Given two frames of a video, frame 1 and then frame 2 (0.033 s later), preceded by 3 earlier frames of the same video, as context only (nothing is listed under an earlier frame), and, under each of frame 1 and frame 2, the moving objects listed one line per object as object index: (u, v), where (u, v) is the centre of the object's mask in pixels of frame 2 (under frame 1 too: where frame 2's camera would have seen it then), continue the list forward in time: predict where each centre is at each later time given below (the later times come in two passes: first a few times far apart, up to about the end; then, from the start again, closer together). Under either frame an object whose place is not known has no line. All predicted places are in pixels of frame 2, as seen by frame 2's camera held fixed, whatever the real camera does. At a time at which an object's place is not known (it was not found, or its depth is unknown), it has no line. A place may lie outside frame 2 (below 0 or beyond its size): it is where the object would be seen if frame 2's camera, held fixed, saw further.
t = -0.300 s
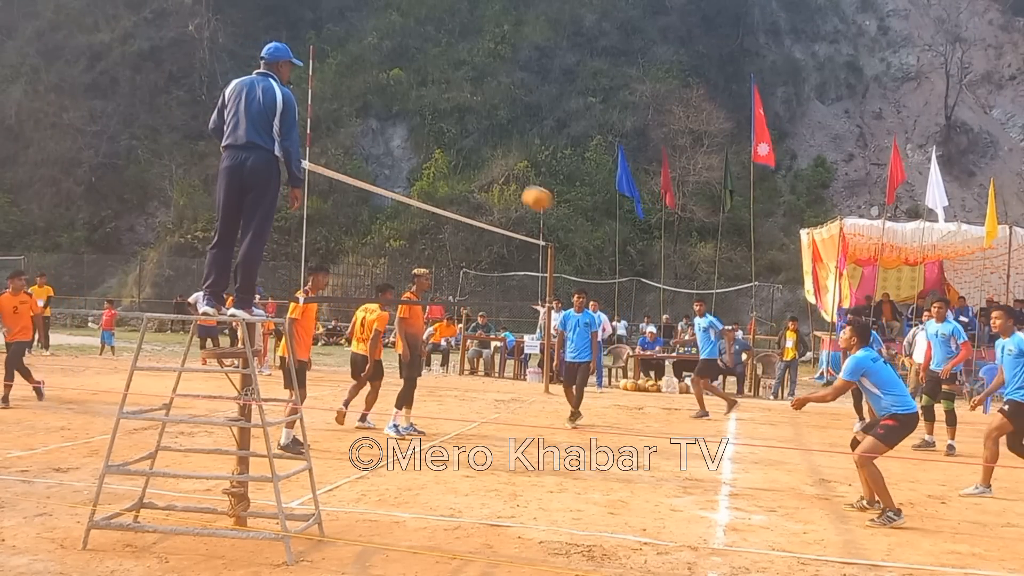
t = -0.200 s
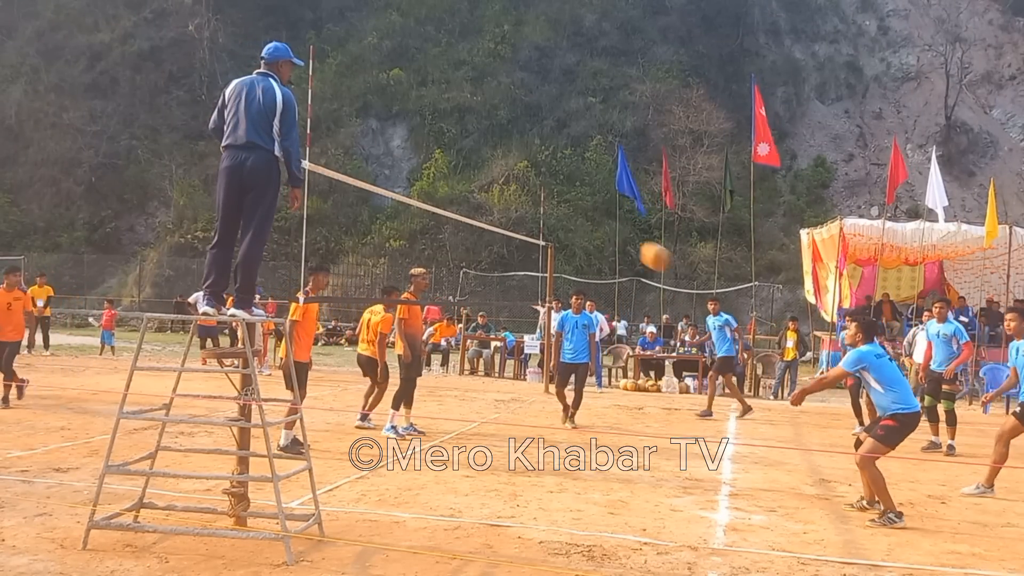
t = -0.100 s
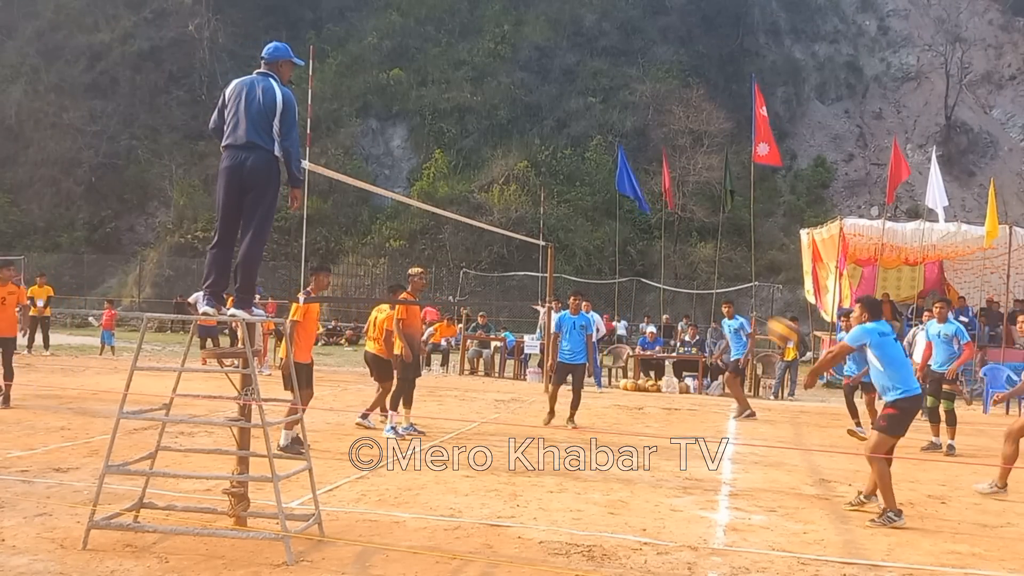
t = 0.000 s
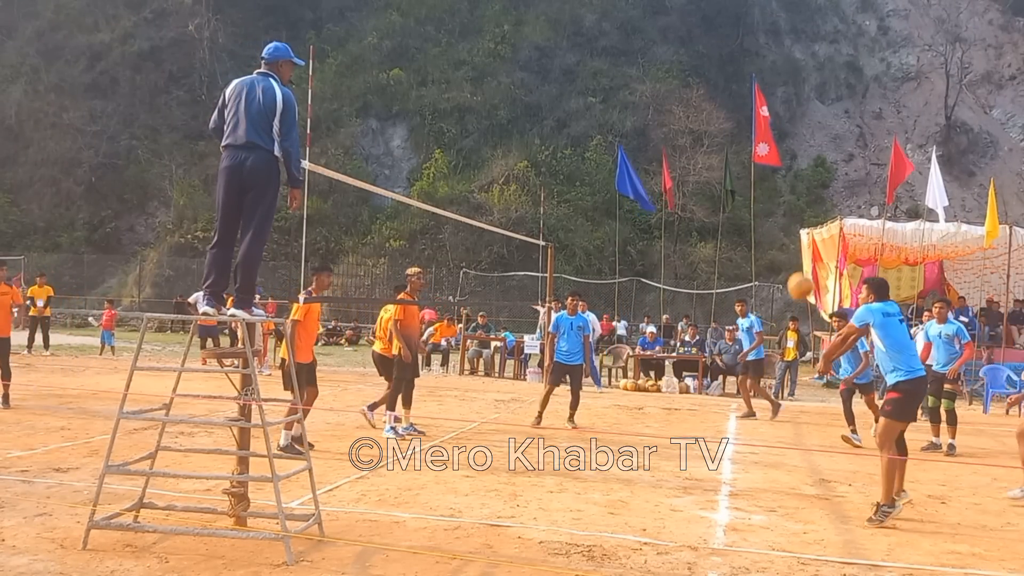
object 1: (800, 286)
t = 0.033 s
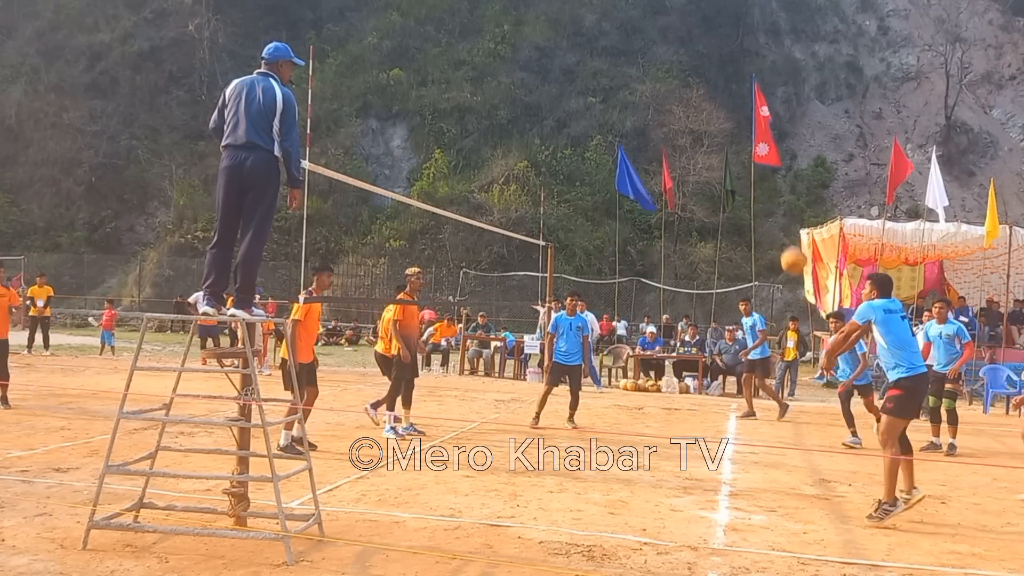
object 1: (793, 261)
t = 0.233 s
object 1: (756, 142)
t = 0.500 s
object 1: (715, 70)
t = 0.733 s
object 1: (683, 70)
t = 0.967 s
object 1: (654, 119)
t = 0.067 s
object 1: (787, 236)
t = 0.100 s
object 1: (781, 214)
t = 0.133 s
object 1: (775, 193)
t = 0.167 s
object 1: (769, 175)
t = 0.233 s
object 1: (756, 142)
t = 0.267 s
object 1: (751, 127)
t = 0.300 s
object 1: (745, 115)
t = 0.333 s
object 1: (740, 104)
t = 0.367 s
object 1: (735, 94)
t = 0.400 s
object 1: (730, 86)
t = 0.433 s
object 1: (725, 80)
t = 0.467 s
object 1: (720, 74)
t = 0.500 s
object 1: (715, 70)
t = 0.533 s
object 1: (711, 66)
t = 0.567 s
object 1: (706, 64)
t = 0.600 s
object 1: (701, 63)
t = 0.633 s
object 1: (697, 64)
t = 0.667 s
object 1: (692, 65)
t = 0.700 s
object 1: (688, 67)
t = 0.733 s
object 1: (683, 70)
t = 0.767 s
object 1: (679, 75)
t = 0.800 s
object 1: (675, 80)
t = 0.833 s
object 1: (671, 86)
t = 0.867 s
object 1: (667, 93)
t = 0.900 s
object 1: (663, 101)
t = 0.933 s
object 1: (658, 110)
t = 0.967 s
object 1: (654, 119)
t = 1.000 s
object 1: (651, 129)
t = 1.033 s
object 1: (647, 141)
